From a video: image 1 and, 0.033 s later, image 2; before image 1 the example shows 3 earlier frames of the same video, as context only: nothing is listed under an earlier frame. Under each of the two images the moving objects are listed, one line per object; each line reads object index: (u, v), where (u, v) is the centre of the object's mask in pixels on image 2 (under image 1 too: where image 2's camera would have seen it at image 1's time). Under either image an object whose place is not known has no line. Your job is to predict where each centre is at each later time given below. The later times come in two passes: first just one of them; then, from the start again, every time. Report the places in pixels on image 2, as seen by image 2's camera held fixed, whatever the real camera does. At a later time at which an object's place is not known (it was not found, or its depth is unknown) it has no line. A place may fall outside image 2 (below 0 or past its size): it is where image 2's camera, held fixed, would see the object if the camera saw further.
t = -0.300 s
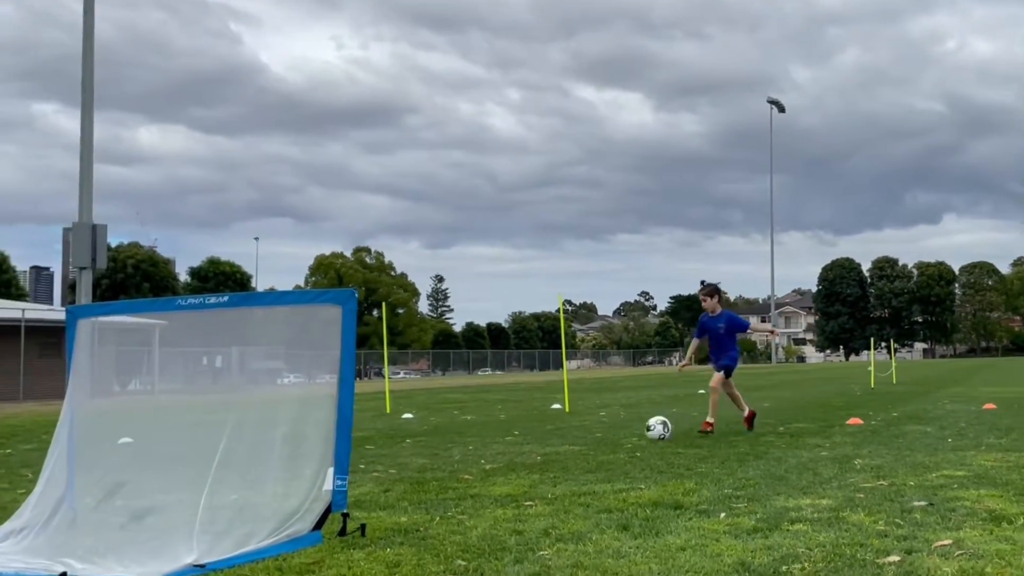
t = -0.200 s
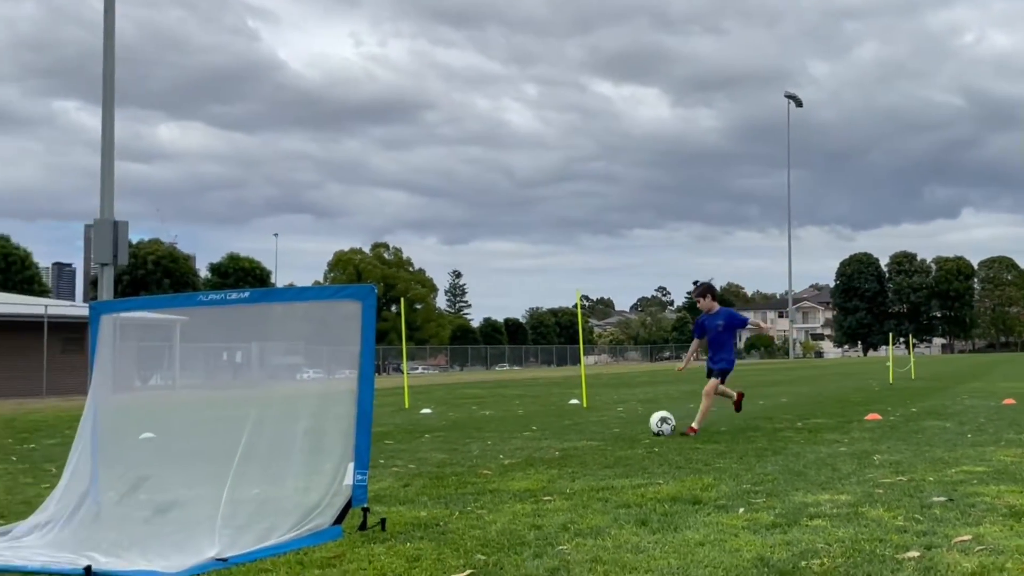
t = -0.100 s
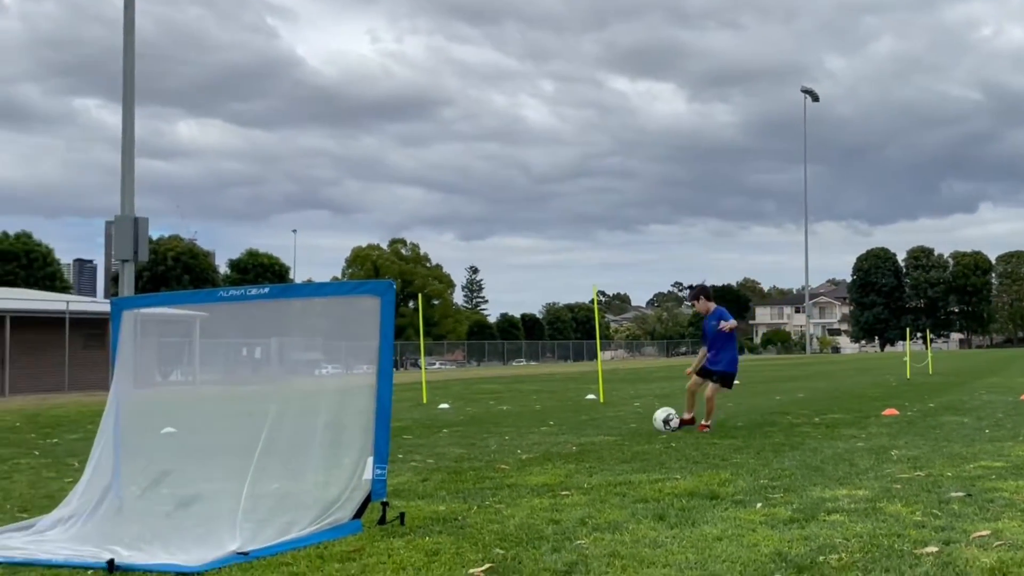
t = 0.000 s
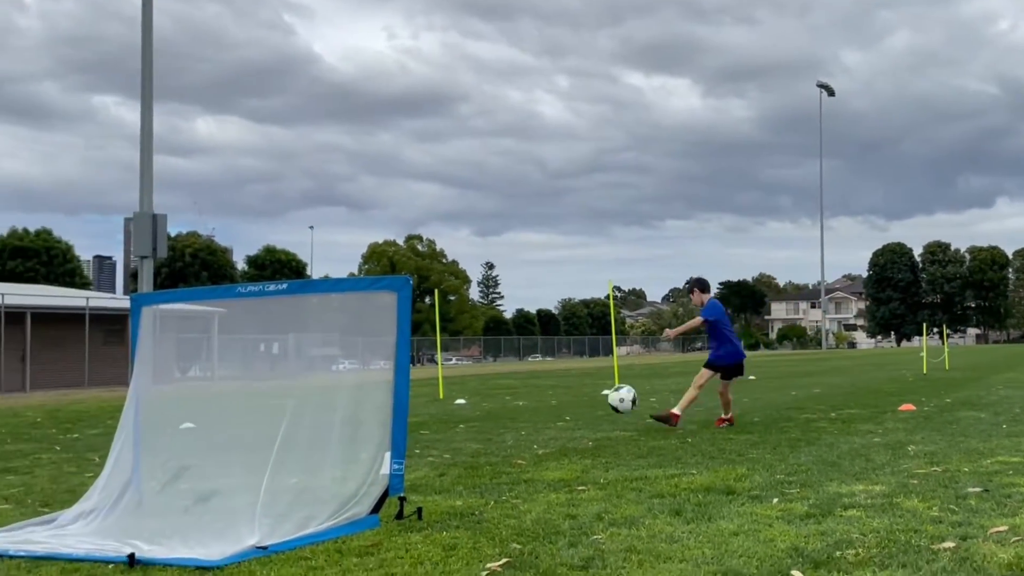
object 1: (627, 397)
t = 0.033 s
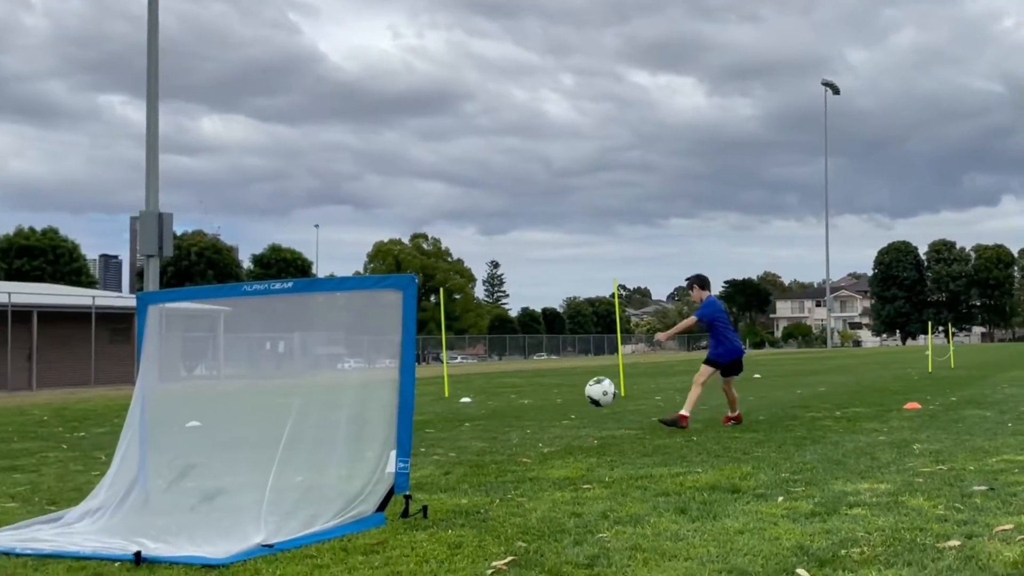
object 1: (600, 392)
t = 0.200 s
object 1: (427, 385)
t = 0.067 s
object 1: (571, 387)
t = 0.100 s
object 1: (539, 384)
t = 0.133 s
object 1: (504, 382)
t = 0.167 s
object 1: (464, 383)
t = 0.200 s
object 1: (427, 385)
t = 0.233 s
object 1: (369, 390)
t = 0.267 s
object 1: (313, 398)
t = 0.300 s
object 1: (247, 409)
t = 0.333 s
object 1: (176, 427)
